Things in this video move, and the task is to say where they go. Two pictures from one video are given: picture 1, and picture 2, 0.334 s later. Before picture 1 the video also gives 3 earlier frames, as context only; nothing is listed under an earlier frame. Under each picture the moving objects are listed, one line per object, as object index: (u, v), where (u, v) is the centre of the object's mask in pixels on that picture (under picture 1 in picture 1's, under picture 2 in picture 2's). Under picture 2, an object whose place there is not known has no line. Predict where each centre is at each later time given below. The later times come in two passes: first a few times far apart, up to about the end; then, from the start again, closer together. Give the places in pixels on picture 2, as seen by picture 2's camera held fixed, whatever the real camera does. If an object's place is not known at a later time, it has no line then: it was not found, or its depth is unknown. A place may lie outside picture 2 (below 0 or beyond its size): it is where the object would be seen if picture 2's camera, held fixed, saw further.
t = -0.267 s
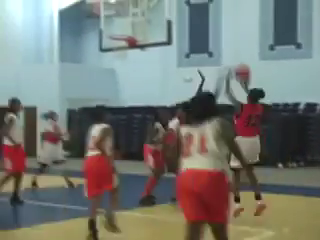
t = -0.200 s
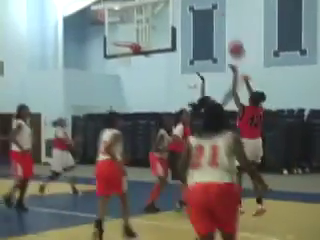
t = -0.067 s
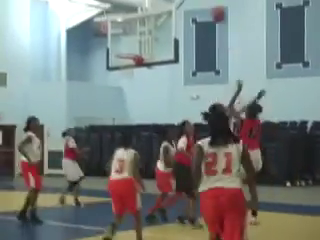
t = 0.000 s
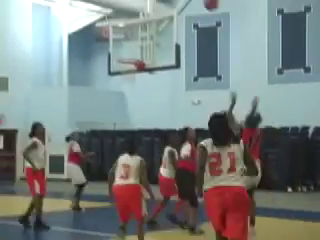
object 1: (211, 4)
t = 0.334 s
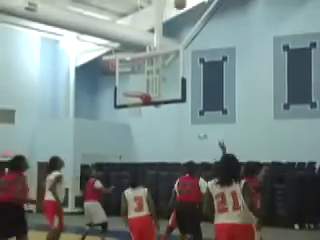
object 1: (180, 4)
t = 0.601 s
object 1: (156, 20)
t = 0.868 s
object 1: (134, 62)
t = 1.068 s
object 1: (108, 97)
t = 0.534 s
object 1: (162, 13)
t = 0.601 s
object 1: (156, 20)
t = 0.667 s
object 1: (151, 29)
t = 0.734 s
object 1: (146, 40)
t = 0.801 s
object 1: (141, 54)
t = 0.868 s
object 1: (134, 62)
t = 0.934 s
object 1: (126, 73)
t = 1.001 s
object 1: (117, 84)
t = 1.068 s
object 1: (108, 97)
